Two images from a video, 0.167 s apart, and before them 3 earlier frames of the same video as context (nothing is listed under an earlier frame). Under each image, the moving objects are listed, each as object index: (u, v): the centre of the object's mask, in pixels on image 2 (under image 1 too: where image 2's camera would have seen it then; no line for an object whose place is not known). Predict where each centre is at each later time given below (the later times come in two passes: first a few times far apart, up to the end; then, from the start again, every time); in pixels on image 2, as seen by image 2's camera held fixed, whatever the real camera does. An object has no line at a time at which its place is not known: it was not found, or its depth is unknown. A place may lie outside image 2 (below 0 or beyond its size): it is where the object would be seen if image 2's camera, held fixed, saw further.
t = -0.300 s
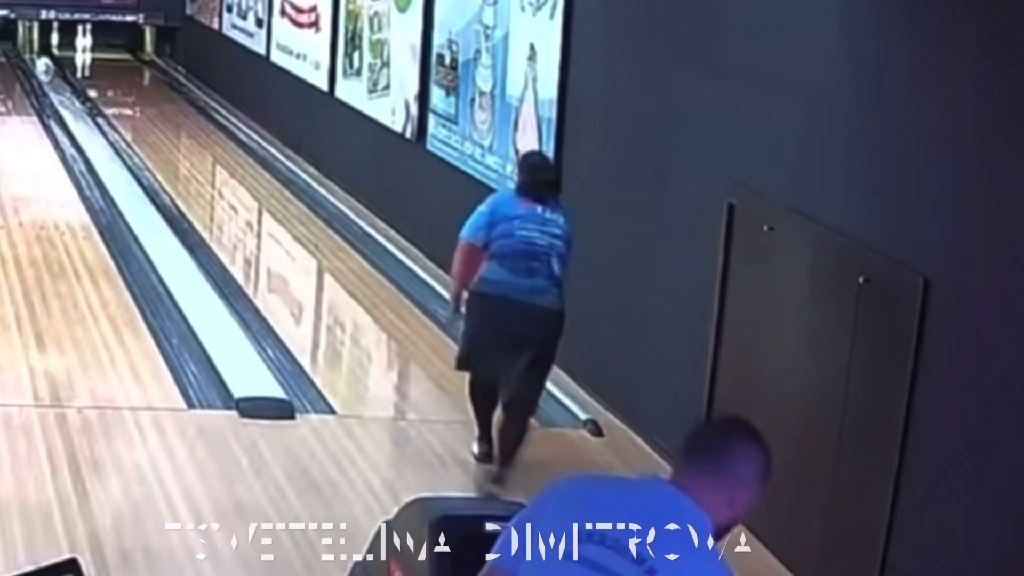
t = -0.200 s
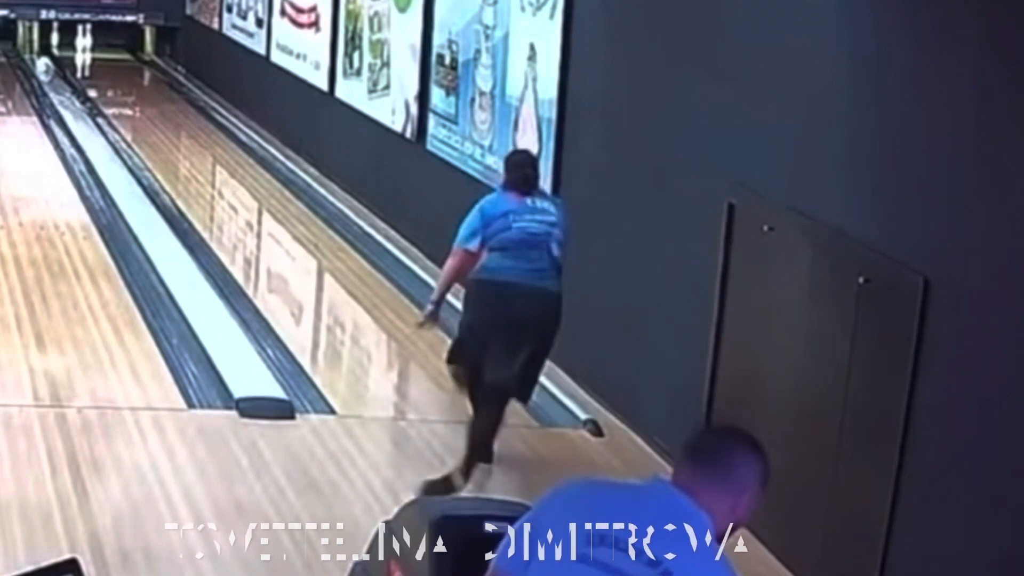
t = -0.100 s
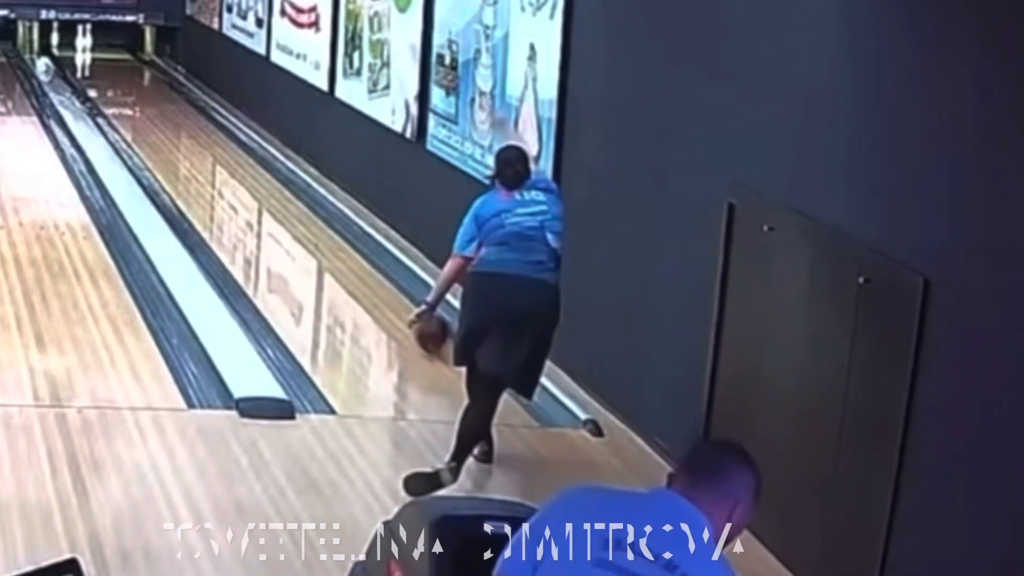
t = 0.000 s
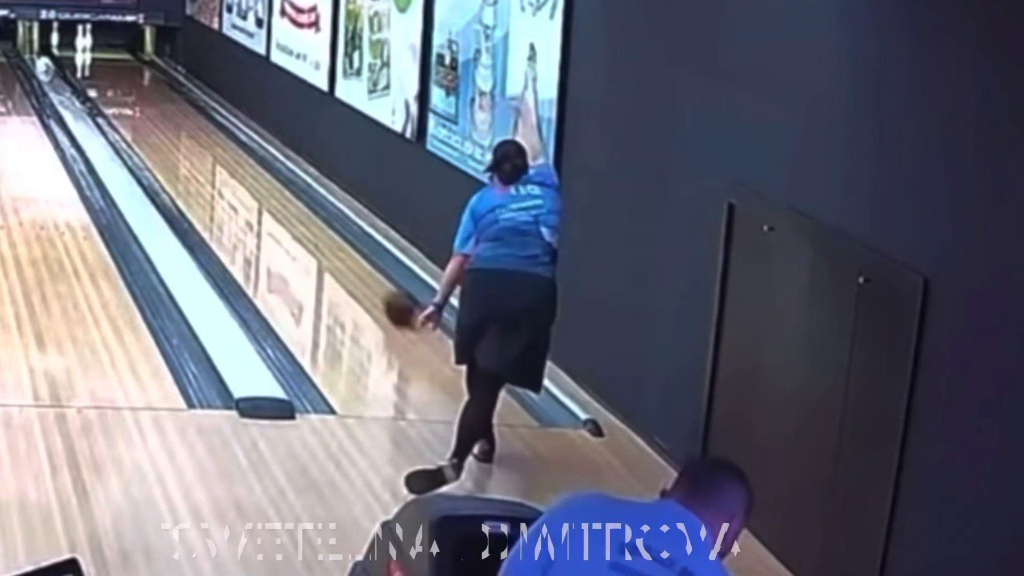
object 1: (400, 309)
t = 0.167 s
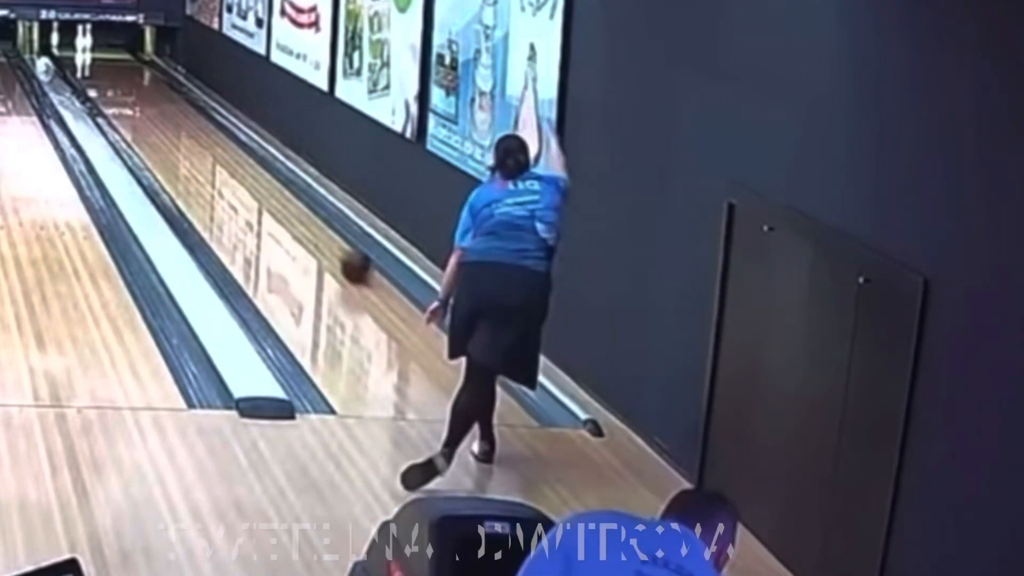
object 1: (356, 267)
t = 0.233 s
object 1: (339, 252)
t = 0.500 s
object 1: (286, 204)
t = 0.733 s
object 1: (247, 169)
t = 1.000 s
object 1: (212, 139)
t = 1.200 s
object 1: (189, 119)
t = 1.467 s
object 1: (162, 98)
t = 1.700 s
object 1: (143, 83)
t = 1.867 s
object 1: (132, 75)
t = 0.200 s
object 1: (347, 260)
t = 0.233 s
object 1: (339, 252)
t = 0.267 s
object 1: (332, 246)
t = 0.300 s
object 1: (325, 239)
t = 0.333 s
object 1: (318, 233)
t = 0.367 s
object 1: (311, 226)
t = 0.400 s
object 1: (304, 220)
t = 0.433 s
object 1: (298, 214)
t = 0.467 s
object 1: (292, 209)
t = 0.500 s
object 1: (286, 204)
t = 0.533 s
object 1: (280, 198)
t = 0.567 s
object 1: (274, 193)
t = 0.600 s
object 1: (268, 187)
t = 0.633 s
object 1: (263, 183)
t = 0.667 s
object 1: (257, 178)
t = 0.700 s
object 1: (252, 174)
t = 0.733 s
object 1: (247, 169)
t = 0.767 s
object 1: (242, 165)
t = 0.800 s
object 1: (238, 161)
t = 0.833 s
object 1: (234, 157)
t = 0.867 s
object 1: (228, 153)
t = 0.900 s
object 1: (224, 149)
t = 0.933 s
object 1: (219, 146)
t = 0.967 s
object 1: (215, 143)
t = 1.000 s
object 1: (212, 139)
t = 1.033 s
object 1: (207, 135)
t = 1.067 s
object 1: (203, 131)
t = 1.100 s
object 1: (199, 129)
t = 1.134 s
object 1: (196, 125)
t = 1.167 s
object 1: (192, 122)
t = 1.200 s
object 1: (189, 119)
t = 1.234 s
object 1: (185, 116)
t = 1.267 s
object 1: (182, 113)
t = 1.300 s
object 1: (179, 113)
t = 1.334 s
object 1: (175, 109)
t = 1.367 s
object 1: (172, 107)
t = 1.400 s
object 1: (169, 104)
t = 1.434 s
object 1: (165, 101)
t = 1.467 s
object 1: (162, 98)
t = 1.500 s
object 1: (160, 96)
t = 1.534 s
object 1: (159, 94)
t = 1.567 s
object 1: (154, 92)
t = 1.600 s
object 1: (150, 89)
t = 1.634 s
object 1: (149, 87)
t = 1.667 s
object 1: (145, 85)
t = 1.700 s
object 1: (143, 83)
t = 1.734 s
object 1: (140, 81)
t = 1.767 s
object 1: (138, 80)
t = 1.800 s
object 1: (136, 78)
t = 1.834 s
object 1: (131, 76)
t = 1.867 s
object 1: (132, 75)
